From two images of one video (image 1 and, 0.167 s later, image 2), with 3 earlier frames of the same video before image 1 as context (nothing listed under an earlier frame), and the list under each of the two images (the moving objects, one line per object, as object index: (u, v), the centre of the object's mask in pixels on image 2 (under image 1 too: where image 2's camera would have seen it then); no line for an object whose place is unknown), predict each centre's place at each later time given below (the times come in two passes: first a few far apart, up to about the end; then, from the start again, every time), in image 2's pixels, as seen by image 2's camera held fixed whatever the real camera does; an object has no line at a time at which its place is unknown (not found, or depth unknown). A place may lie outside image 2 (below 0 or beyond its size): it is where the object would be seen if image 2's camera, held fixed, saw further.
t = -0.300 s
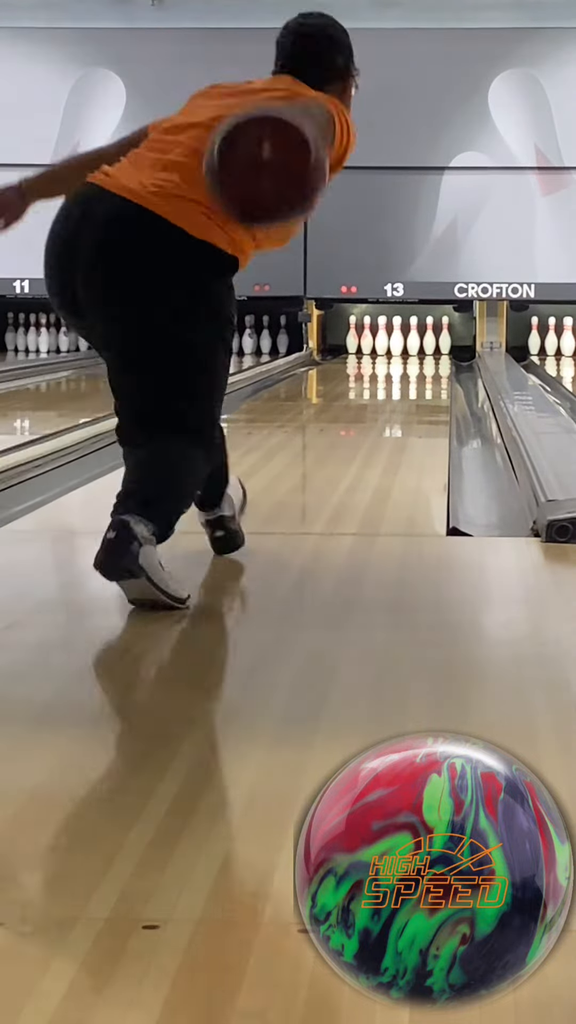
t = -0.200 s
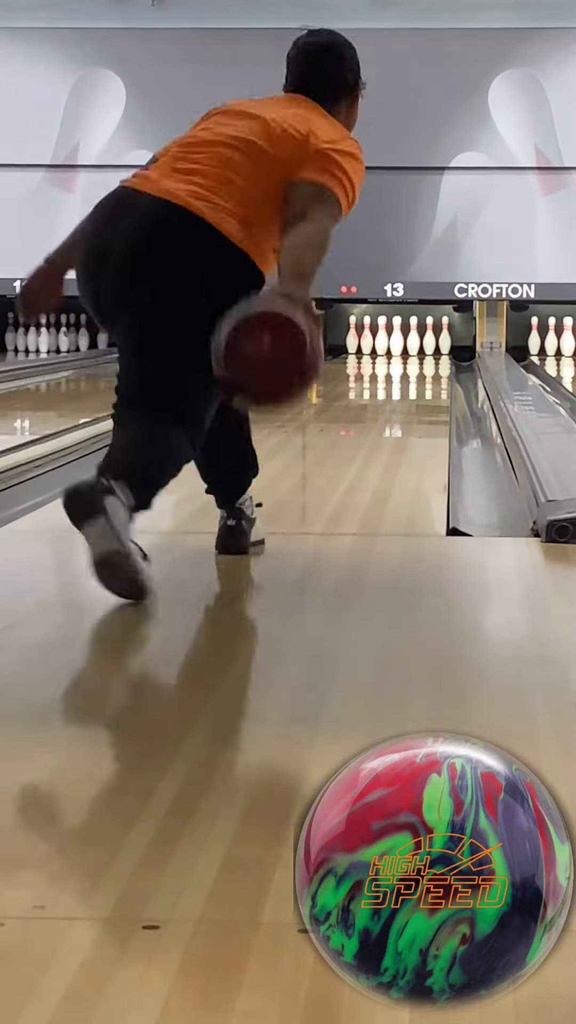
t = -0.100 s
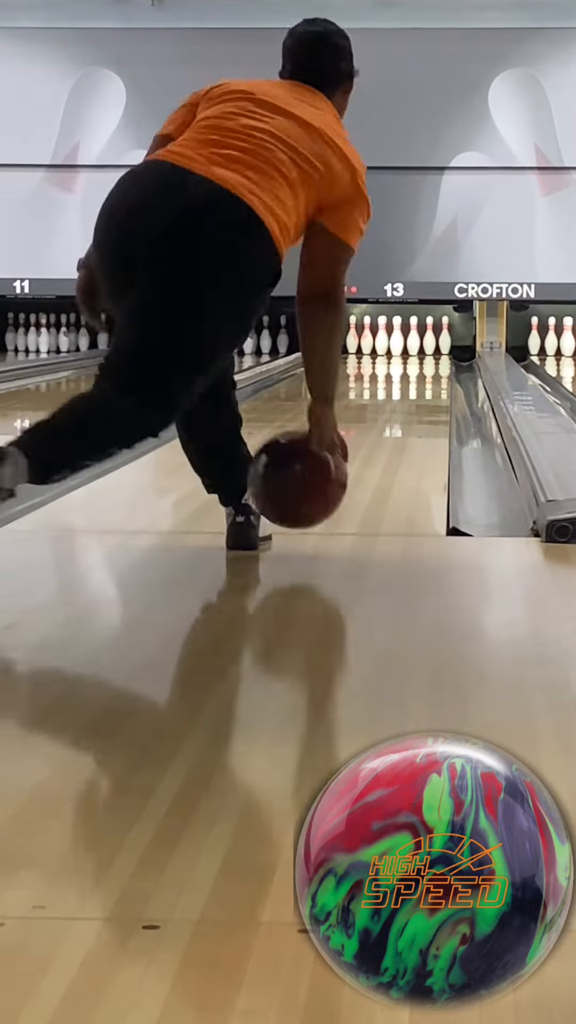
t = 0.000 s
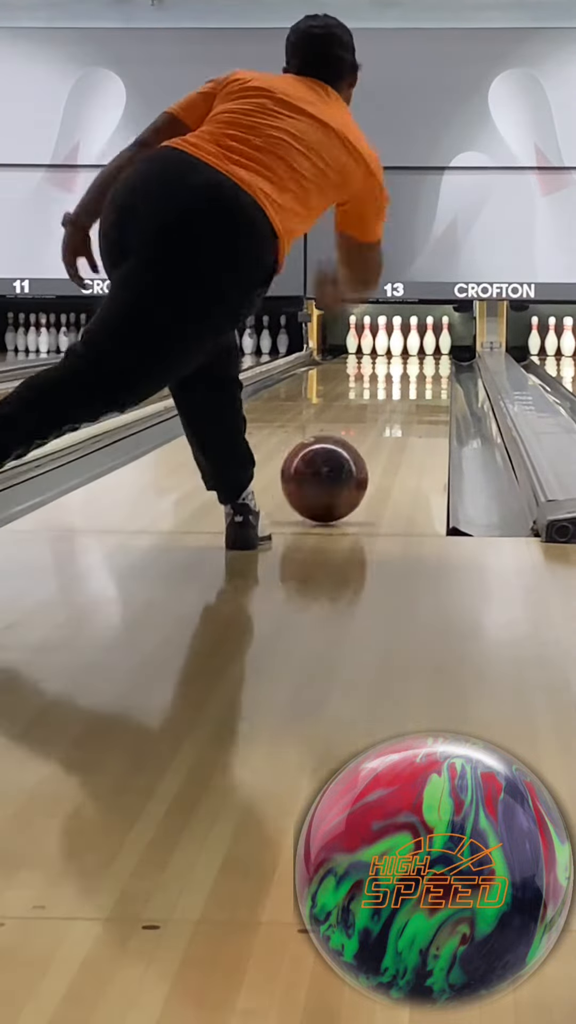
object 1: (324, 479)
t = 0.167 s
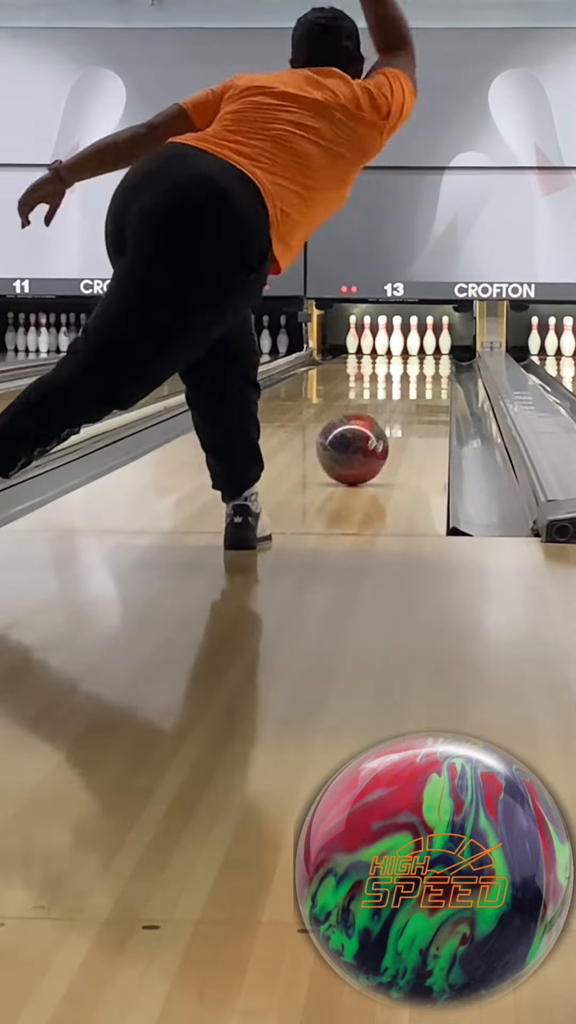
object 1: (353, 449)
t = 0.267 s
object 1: (365, 435)
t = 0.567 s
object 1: (390, 405)
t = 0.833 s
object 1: (403, 388)
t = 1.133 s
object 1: (413, 375)
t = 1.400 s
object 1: (418, 366)
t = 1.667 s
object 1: (420, 359)
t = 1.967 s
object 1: (419, 353)
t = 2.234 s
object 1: (415, 349)
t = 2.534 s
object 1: (411, 345)
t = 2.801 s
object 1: (413, 344)
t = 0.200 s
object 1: (357, 444)
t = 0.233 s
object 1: (361, 440)
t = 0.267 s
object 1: (365, 435)
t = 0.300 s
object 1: (368, 431)
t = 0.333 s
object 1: (371, 428)
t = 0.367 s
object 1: (375, 424)
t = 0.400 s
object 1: (378, 420)
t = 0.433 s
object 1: (381, 416)
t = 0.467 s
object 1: (383, 413)
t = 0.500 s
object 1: (385, 410)
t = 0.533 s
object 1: (388, 407)
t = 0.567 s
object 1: (390, 405)
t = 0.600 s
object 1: (392, 403)
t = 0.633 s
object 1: (394, 400)
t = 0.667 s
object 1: (396, 398)
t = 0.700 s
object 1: (397, 396)
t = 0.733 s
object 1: (399, 394)
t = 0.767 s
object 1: (400, 392)
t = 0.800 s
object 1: (402, 390)
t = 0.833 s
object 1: (403, 388)
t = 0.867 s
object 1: (405, 386)
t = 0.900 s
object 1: (406, 384)
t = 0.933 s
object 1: (407, 382)
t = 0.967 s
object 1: (408, 381)
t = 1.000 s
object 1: (409, 380)
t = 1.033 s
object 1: (410, 378)
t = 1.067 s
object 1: (411, 377)
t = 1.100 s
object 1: (412, 376)
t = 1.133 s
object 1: (413, 375)
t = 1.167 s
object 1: (414, 374)
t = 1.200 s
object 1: (414, 373)
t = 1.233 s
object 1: (415, 371)
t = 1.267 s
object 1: (416, 370)
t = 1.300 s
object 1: (417, 369)
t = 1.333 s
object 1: (417, 368)
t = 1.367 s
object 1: (417, 366)
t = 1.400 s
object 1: (418, 366)
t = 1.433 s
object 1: (418, 365)
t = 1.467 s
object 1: (418, 364)
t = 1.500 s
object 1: (419, 363)
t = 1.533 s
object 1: (419, 362)
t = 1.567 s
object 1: (420, 361)
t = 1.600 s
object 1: (420, 360)
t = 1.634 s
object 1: (420, 360)
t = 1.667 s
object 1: (420, 359)
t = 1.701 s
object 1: (420, 358)
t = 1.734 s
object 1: (421, 357)
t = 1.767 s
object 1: (420, 357)
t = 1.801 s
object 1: (420, 356)
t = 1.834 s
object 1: (421, 356)
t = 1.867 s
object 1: (421, 355)
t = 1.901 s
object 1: (420, 354)
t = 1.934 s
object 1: (419, 353)
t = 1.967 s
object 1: (419, 353)
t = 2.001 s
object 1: (419, 352)
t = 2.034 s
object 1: (418, 351)
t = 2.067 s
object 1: (418, 351)
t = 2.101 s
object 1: (417, 351)
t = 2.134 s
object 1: (417, 350)
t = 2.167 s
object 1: (416, 350)
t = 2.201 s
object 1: (415, 350)
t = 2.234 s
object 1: (415, 349)
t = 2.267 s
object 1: (414, 349)
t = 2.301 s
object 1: (414, 349)
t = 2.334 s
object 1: (413, 348)
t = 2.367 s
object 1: (413, 349)
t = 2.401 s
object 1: (412, 347)
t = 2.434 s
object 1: (410, 346)
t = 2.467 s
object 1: (409, 346)
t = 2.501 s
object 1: (409, 346)
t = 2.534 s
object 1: (411, 345)
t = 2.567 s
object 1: (412, 345)
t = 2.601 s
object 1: (414, 345)
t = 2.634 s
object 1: (414, 345)
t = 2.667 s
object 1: (414, 345)
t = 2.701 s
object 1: (413, 345)
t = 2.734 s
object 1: (412, 345)
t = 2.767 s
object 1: (413, 344)
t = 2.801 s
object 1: (413, 344)
